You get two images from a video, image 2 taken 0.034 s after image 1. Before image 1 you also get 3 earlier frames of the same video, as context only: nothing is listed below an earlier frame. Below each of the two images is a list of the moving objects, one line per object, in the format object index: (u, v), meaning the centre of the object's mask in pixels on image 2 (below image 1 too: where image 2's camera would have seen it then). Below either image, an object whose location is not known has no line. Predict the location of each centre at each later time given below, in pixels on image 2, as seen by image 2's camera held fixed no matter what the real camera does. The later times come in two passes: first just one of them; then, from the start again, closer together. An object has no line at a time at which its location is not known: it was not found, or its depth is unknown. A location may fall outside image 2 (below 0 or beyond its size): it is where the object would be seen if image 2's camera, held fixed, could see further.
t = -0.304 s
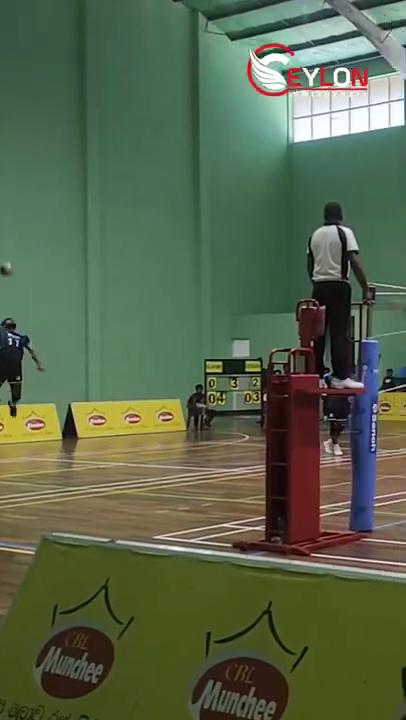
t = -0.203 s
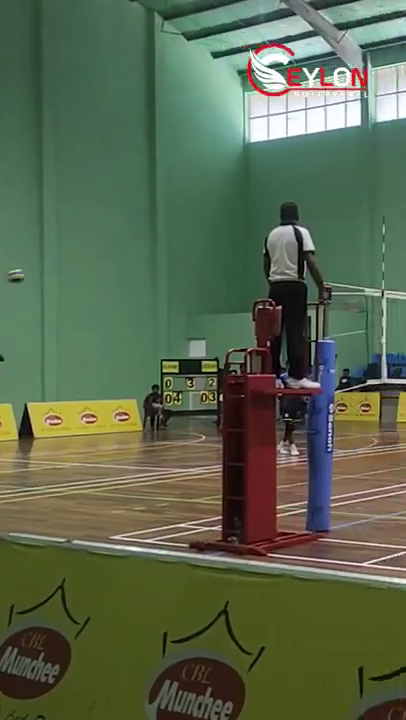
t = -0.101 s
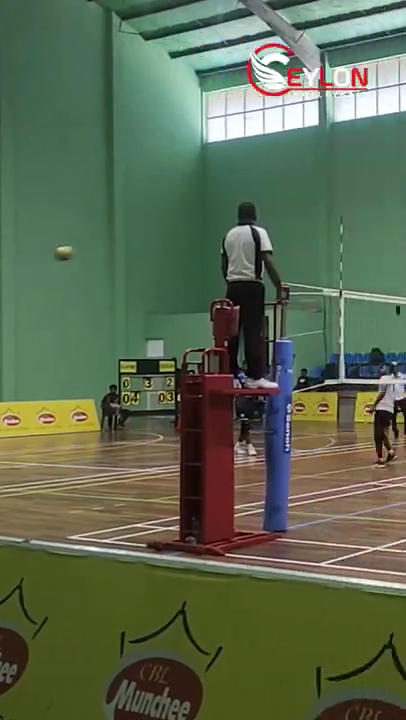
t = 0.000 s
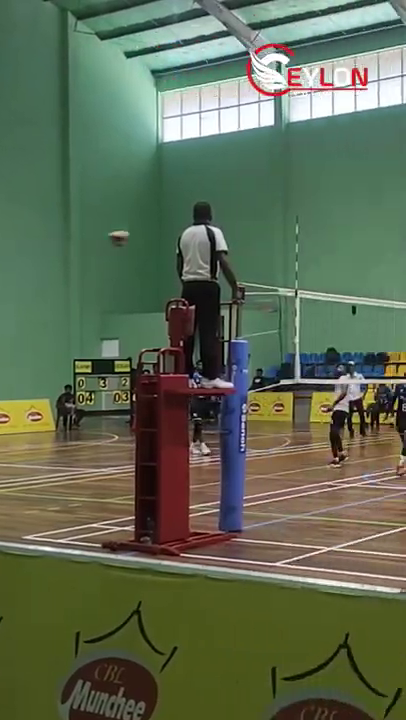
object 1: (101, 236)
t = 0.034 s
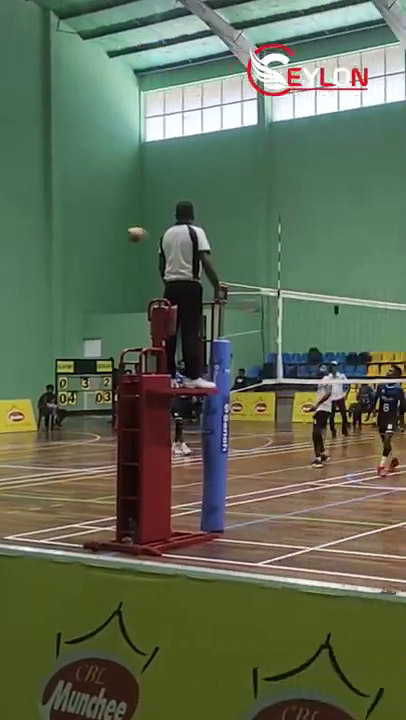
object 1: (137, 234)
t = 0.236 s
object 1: (373, 239)
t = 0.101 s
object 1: (212, 232)
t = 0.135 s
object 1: (249, 232)
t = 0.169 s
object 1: (288, 234)
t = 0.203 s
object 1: (330, 237)
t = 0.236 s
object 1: (373, 239)
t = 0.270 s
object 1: (421, 240)
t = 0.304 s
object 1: (470, 241)
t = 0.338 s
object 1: (521, 244)
